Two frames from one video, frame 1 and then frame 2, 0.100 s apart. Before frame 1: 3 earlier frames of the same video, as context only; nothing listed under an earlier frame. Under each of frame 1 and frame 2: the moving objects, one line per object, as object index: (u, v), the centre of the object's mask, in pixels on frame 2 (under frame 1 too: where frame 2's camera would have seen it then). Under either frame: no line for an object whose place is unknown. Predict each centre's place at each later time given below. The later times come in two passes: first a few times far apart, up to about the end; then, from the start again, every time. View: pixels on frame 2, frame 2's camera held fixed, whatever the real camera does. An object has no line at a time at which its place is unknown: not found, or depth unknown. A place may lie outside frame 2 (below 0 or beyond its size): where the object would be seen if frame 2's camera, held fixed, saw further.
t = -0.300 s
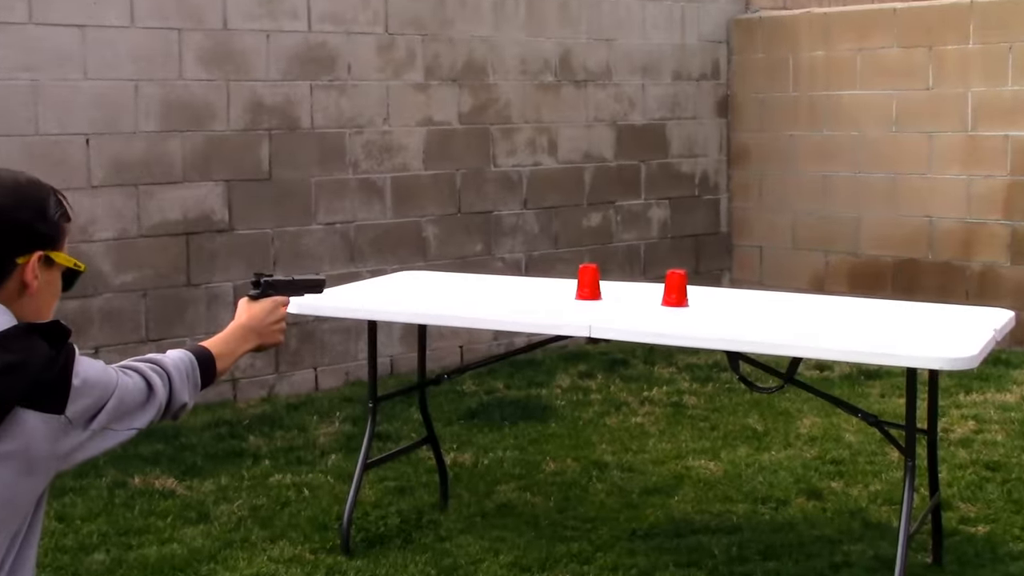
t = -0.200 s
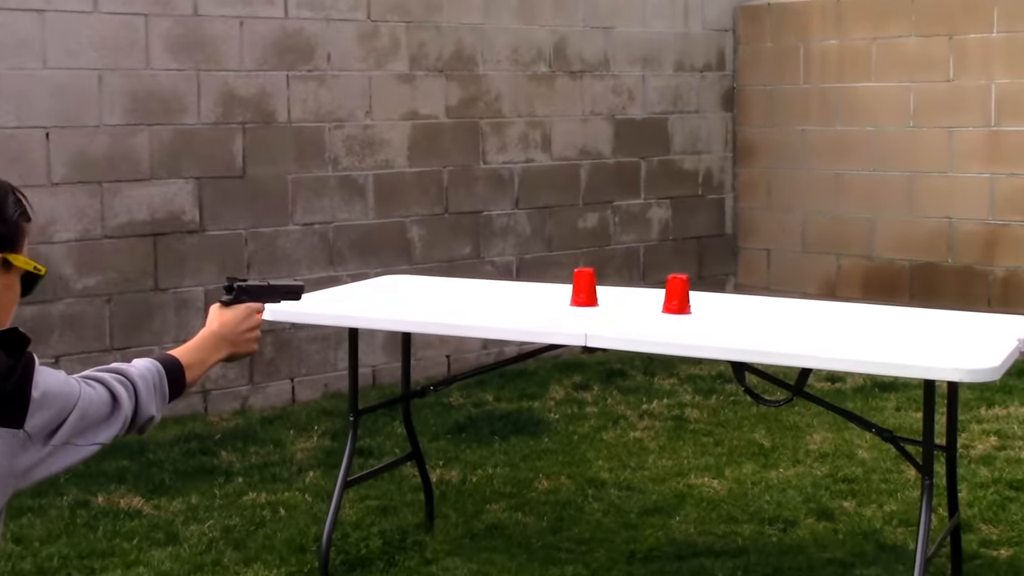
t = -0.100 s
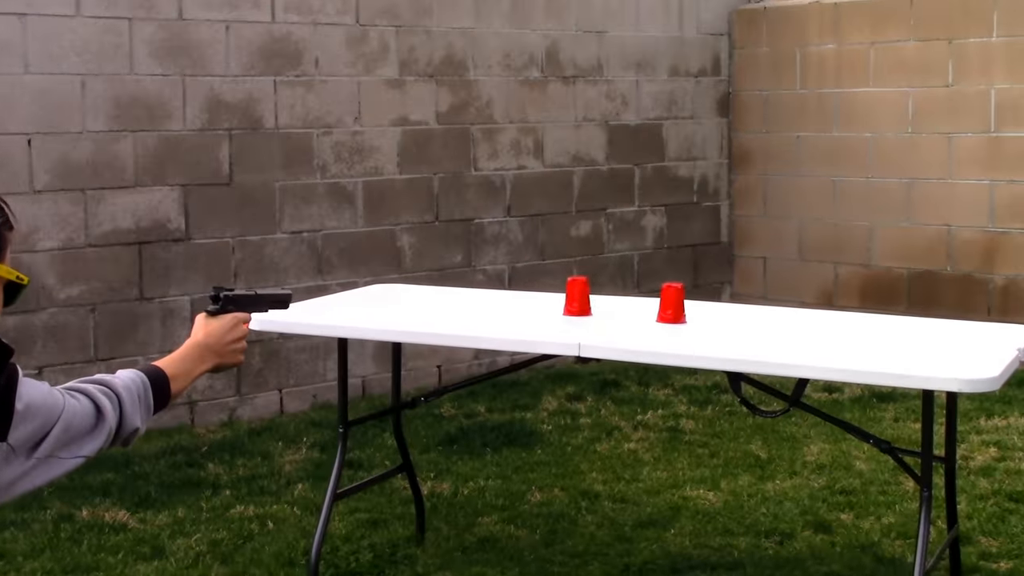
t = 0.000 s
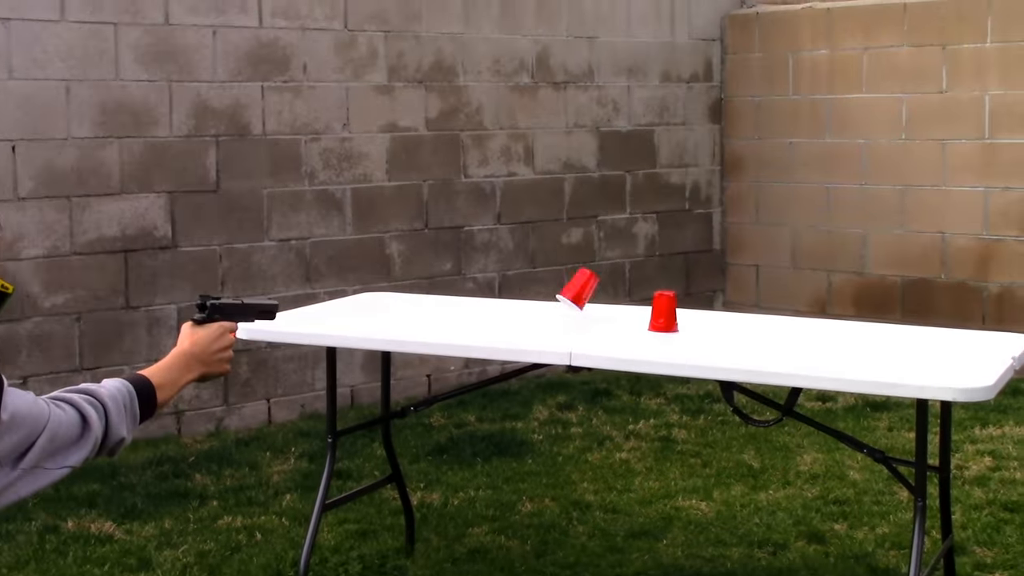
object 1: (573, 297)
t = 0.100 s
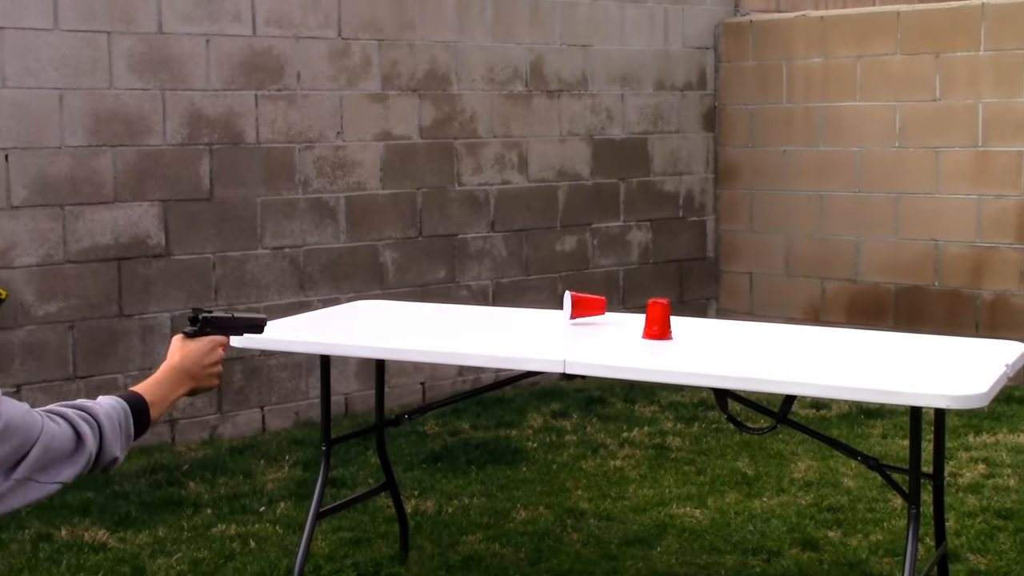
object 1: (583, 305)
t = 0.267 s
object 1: (594, 302)
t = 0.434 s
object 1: (604, 301)
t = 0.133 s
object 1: (587, 305)
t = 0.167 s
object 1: (589, 302)
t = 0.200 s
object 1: (591, 301)
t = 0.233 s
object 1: (593, 301)
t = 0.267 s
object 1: (594, 302)
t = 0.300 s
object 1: (596, 305)
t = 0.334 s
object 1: (597, 303)
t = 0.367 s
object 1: (599, 303)
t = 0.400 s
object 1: (601, 302)
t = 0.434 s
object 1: (604, 301)
